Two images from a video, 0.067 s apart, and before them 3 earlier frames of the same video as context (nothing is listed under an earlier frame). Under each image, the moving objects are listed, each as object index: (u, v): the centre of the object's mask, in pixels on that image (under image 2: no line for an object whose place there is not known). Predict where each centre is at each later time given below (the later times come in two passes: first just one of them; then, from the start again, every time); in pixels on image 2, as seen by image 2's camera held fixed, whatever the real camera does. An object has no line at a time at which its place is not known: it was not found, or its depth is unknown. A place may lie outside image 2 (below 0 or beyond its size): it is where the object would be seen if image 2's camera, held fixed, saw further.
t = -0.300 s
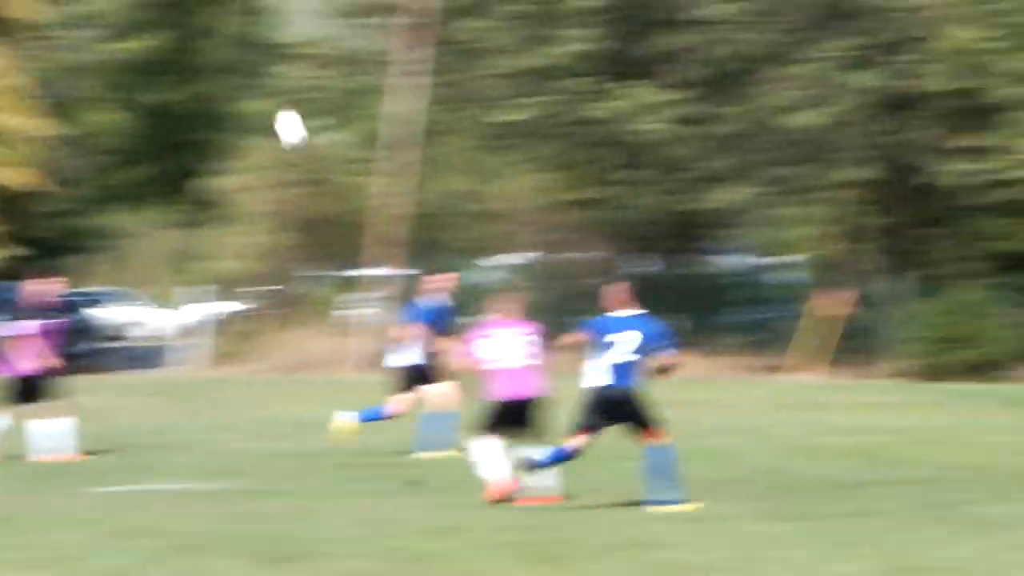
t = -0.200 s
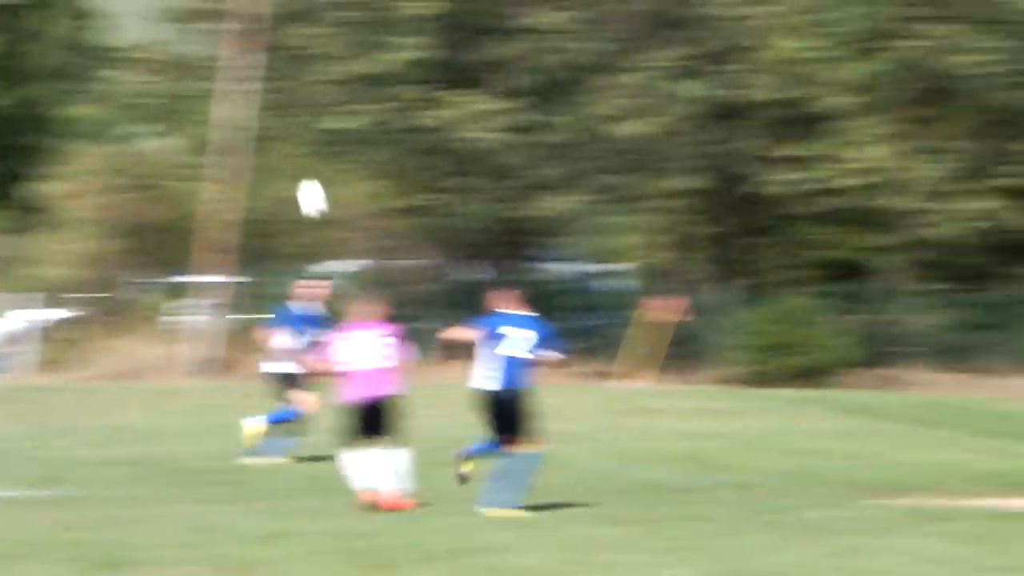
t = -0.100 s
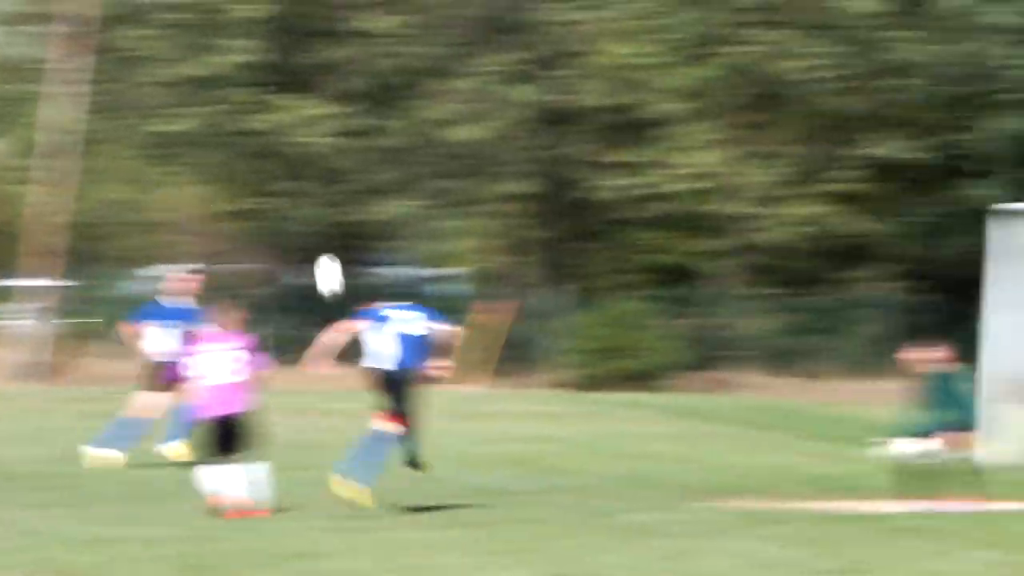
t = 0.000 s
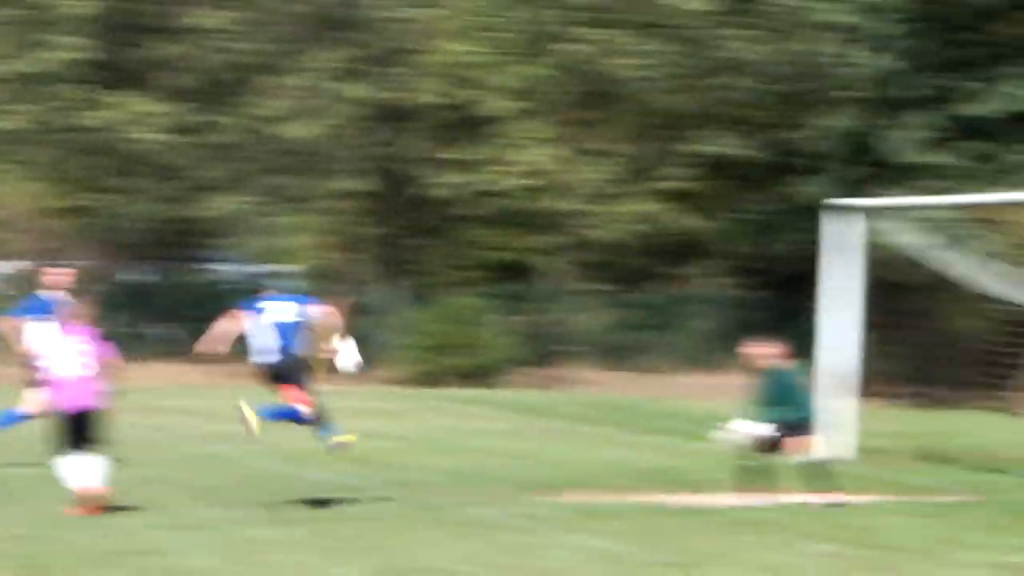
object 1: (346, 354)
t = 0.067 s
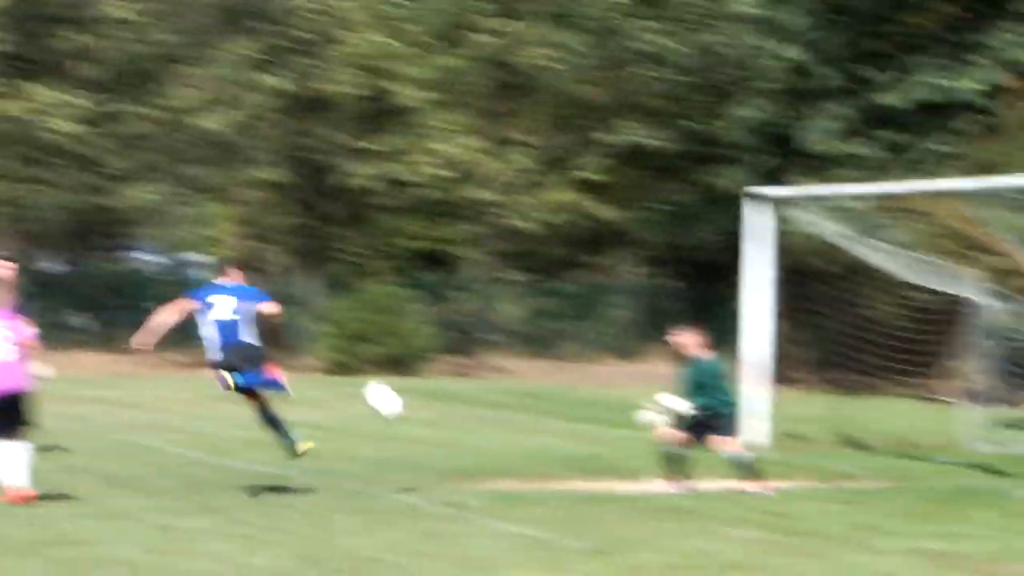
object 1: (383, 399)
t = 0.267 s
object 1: (628, 419)
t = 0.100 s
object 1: (440, 427)
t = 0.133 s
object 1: (498, 459)
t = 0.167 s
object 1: (551, 479)
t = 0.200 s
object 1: (577, 460)
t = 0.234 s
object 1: (603, 439)
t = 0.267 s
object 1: (628, 419)
